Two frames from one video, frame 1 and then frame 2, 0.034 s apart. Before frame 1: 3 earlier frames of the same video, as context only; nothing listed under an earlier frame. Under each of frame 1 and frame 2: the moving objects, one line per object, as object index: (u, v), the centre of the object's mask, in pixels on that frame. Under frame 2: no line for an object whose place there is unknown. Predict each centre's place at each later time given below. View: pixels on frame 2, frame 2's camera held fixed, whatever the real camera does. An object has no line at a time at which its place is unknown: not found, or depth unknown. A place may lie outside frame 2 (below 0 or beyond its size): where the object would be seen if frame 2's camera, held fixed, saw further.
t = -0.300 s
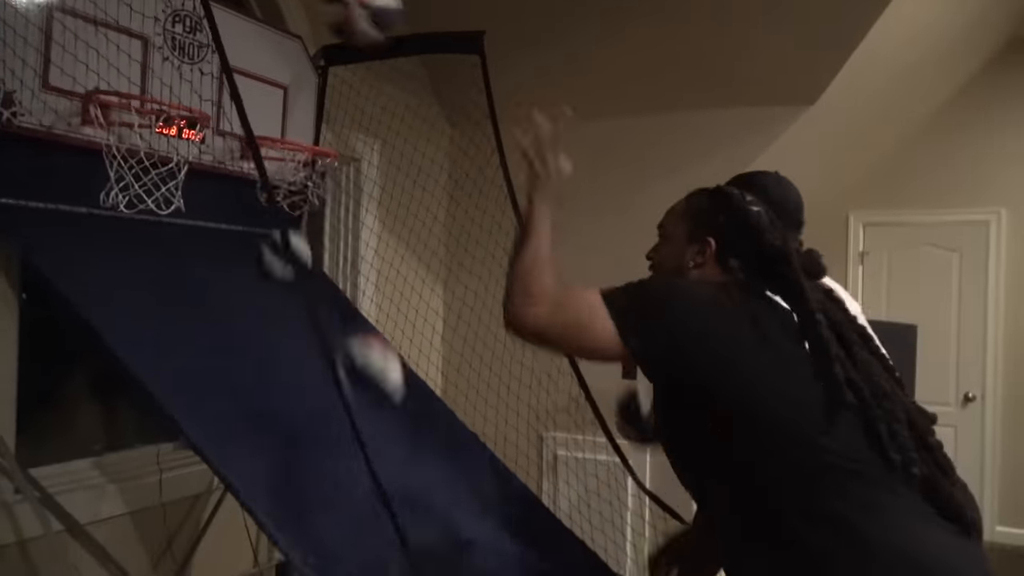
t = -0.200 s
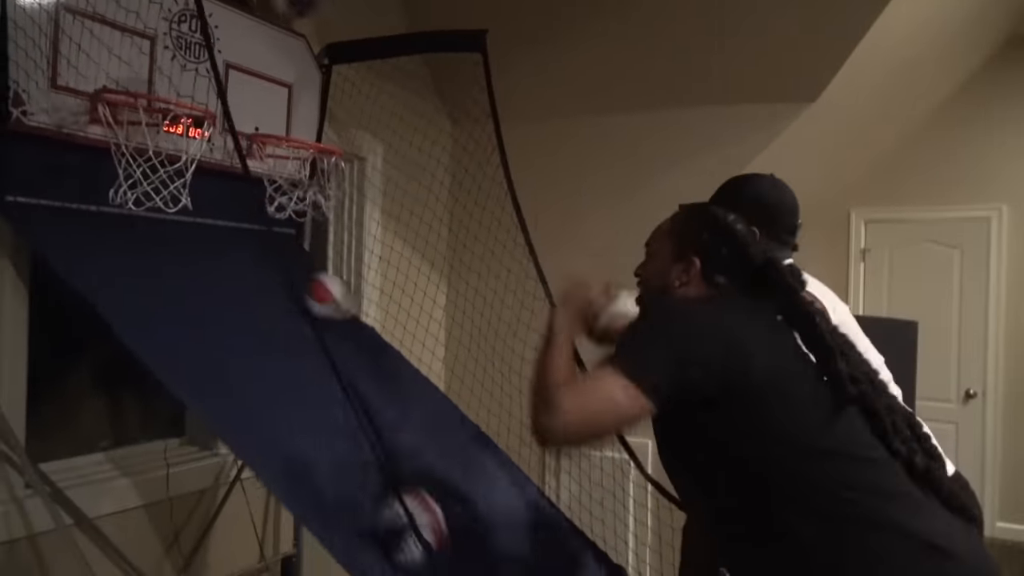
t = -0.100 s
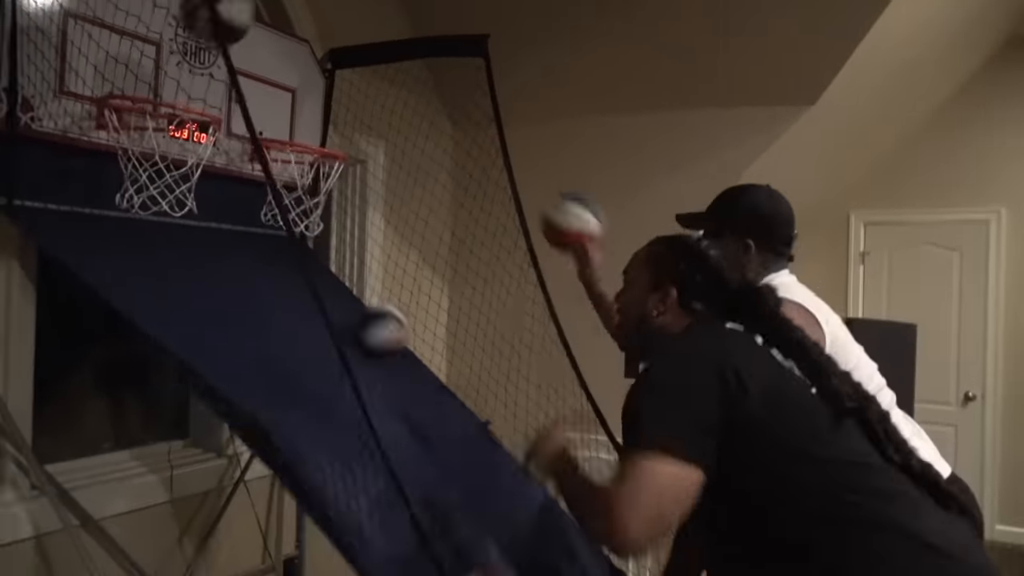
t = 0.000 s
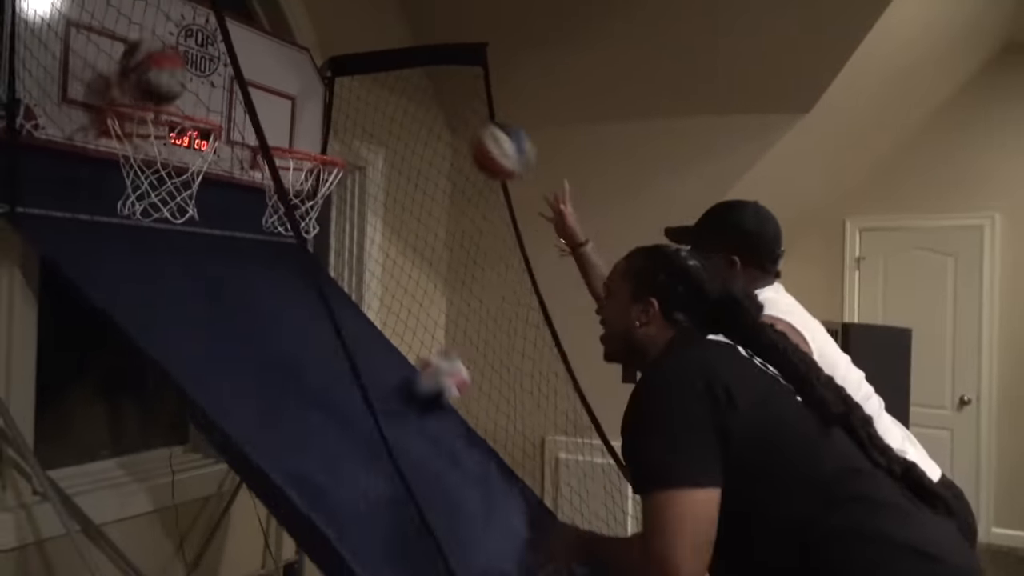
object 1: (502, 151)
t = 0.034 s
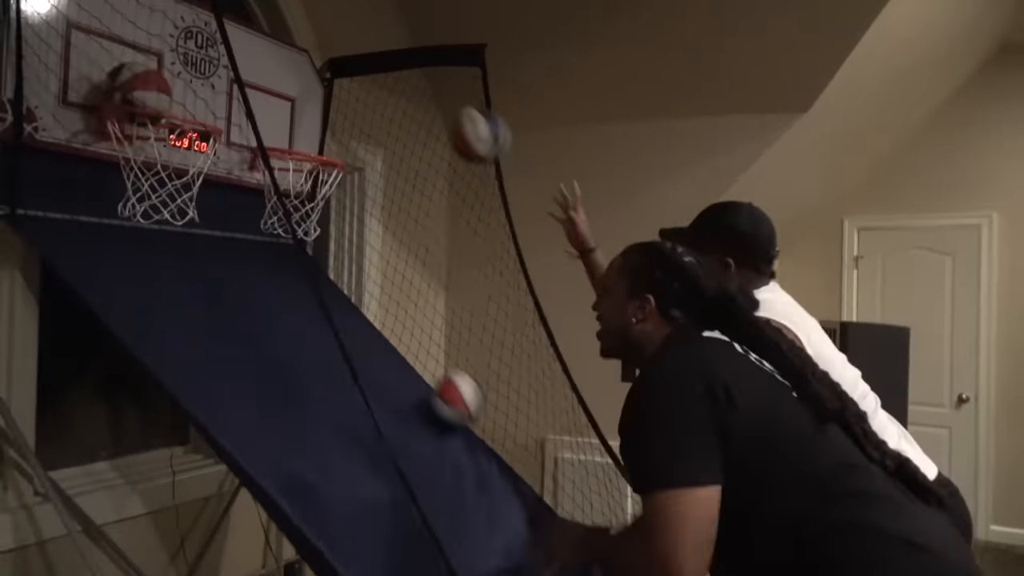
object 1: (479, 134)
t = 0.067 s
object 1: (458, 121)
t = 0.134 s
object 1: (419, 106)
